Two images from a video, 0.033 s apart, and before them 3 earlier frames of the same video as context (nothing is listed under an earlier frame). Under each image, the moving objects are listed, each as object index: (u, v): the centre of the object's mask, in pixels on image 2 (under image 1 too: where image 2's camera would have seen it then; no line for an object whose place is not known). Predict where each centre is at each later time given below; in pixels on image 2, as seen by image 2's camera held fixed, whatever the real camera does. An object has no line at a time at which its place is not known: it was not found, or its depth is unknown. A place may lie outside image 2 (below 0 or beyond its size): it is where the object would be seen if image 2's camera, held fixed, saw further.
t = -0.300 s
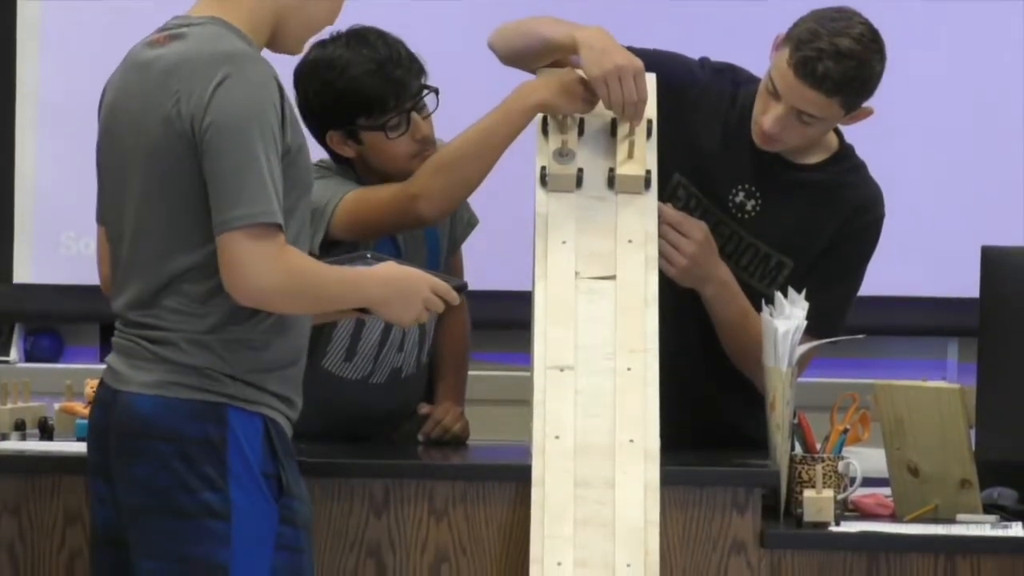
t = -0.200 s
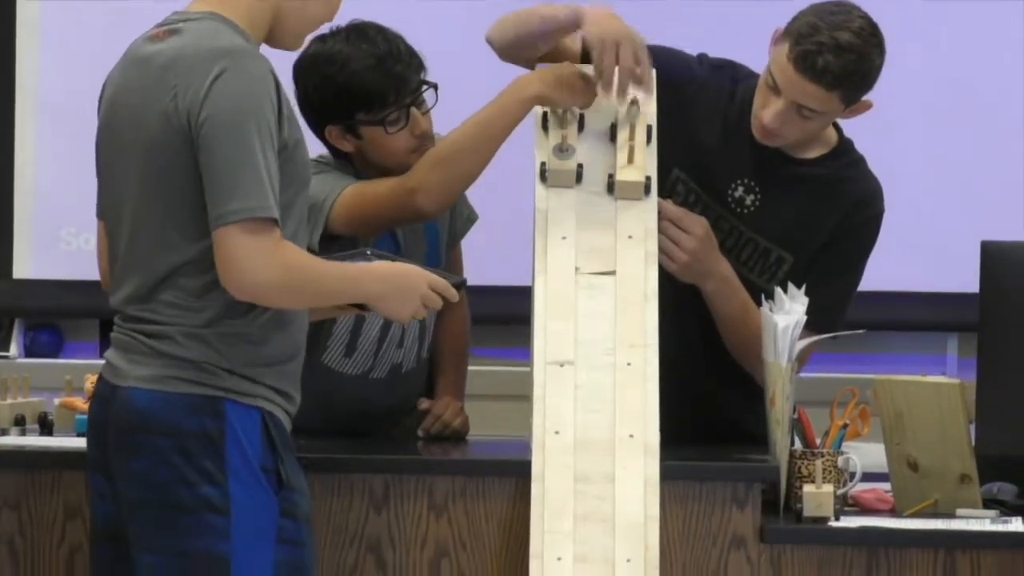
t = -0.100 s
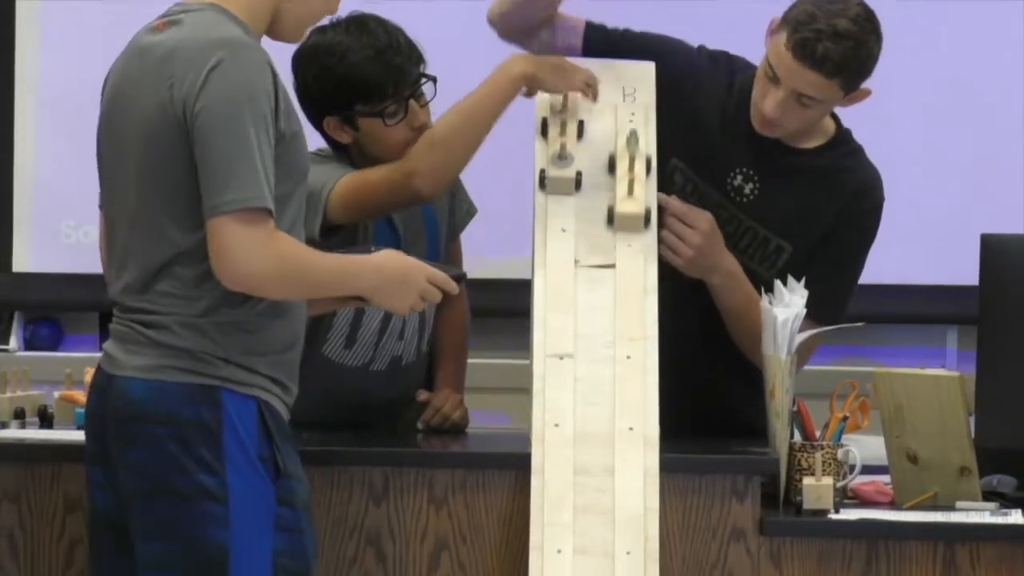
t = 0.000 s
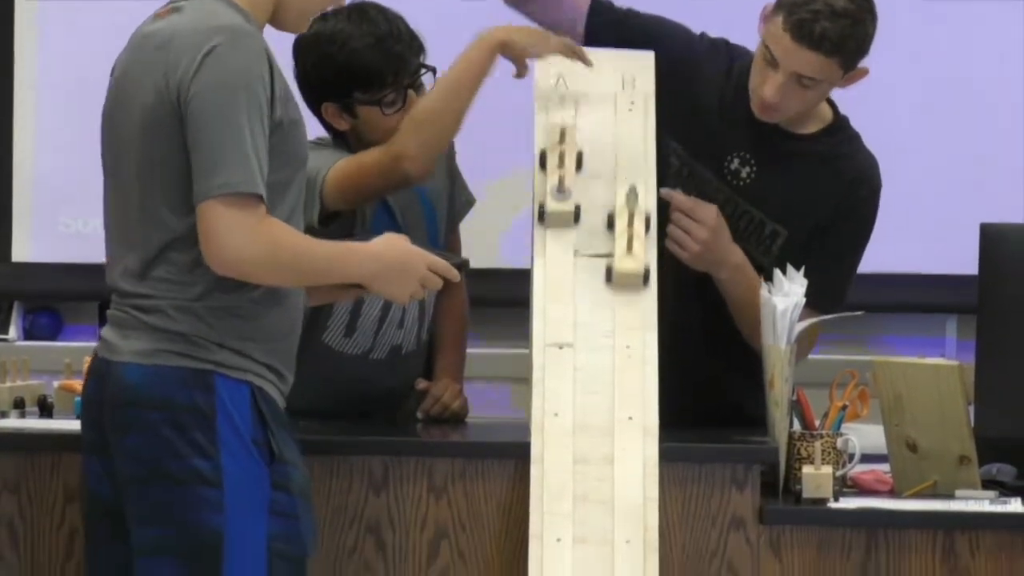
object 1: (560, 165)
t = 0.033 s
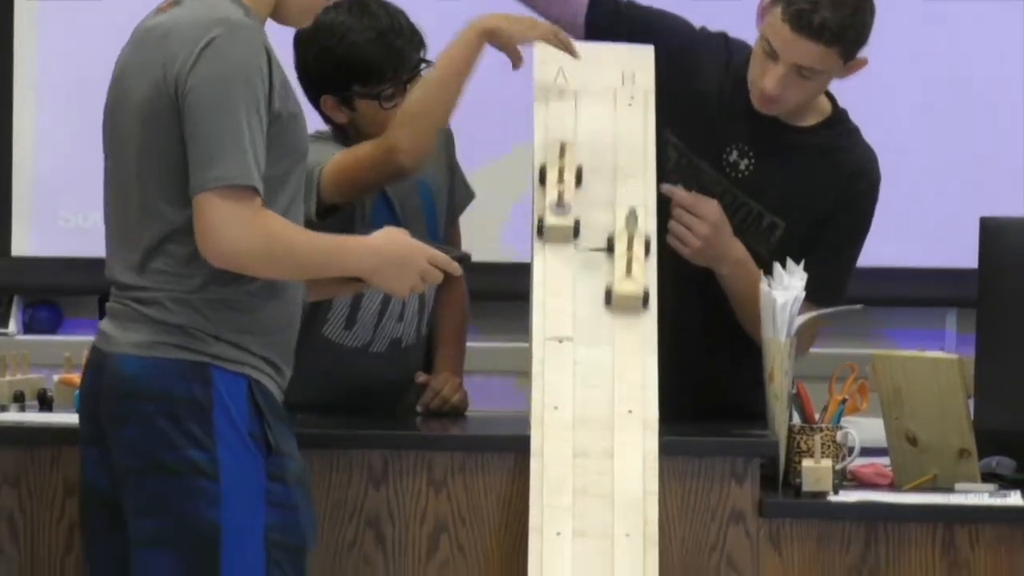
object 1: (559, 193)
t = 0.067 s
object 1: (559, 220)
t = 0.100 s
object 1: (559, 244)
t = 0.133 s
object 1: (559, 275)
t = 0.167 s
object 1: (559, 308)
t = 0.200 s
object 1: (559, 346)
